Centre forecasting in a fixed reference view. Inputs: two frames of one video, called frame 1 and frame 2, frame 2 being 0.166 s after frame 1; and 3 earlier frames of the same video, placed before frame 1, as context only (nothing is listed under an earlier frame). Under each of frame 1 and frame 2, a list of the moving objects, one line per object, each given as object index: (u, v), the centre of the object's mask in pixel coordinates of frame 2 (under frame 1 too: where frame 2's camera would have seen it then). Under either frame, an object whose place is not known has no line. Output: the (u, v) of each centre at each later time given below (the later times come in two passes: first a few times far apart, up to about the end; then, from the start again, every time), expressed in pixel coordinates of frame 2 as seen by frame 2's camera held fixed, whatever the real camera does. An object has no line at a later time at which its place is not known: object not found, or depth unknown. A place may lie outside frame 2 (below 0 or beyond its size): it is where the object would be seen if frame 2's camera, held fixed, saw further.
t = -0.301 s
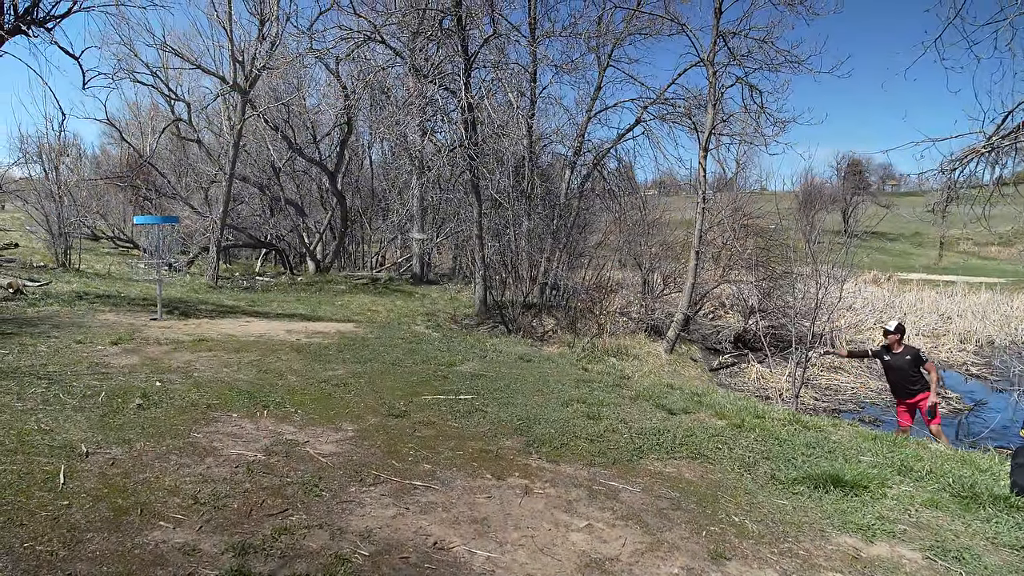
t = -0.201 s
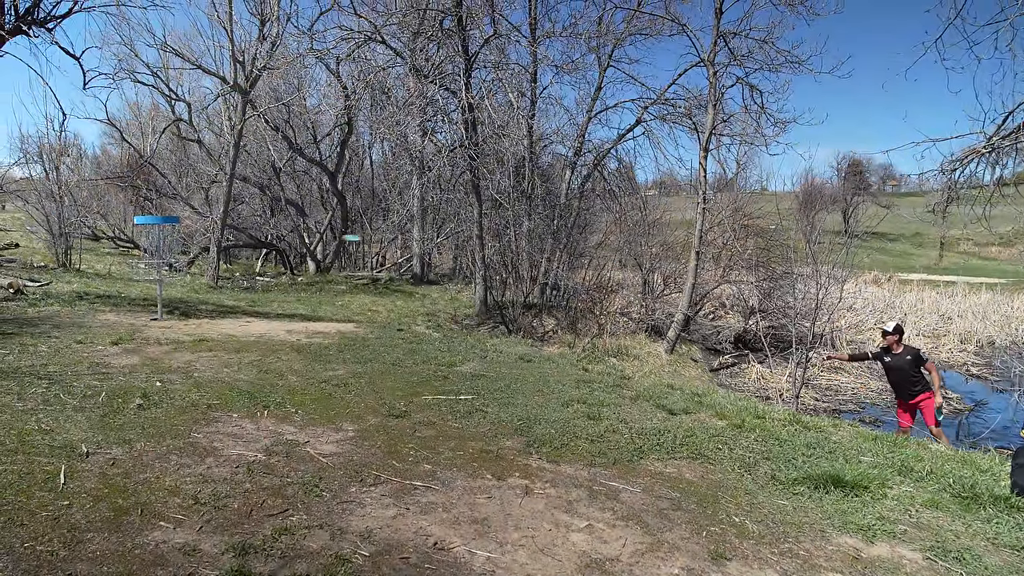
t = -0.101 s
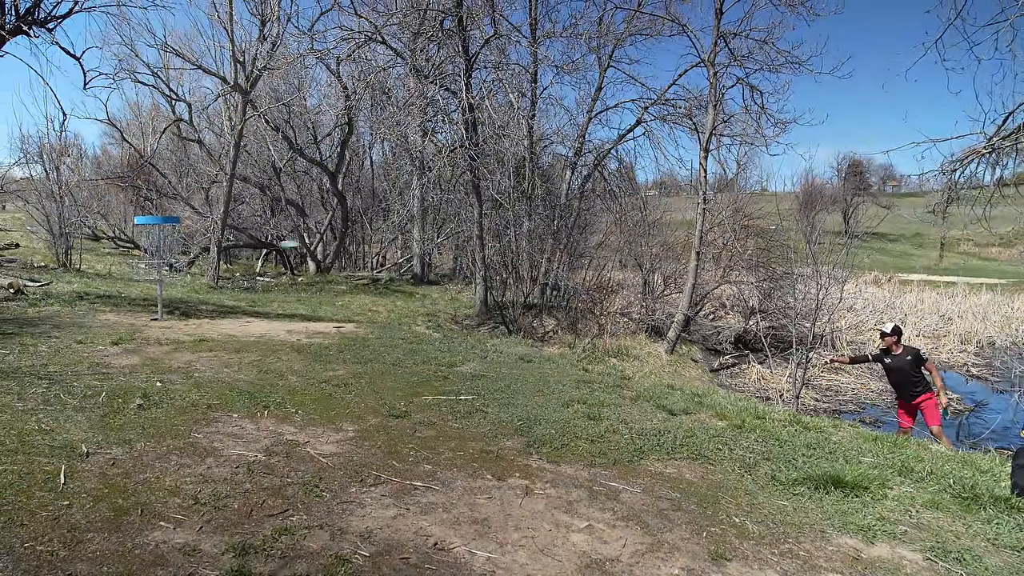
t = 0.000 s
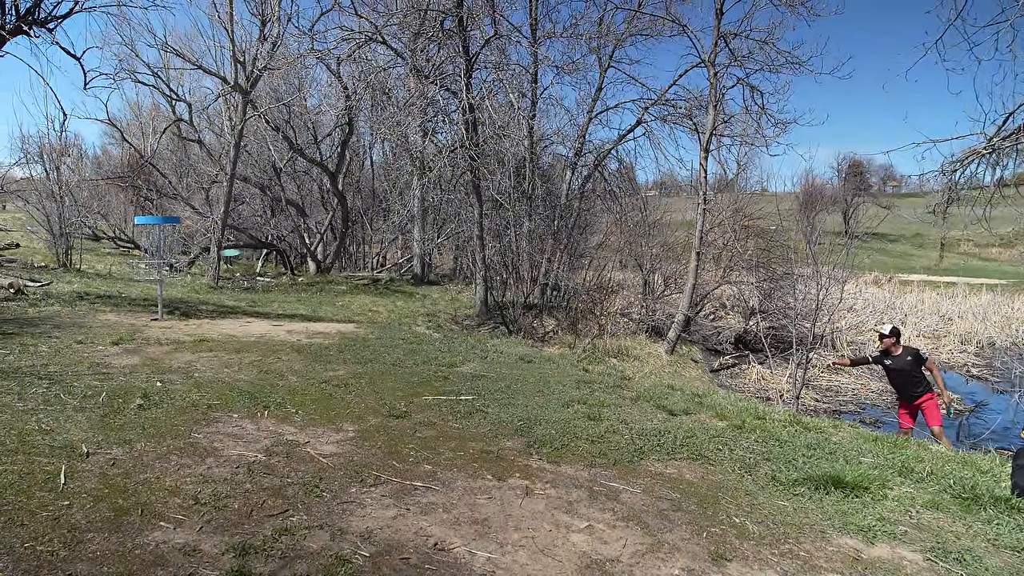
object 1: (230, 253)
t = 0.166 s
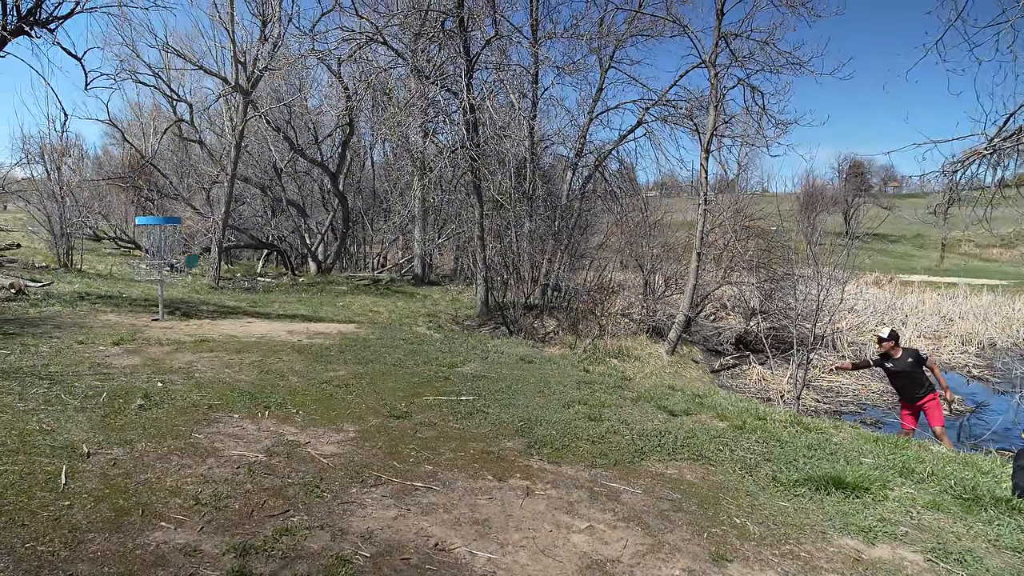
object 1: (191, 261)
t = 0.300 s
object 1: (210, 268)
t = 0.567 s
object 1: (247, 321)
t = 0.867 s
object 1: (285, 320)
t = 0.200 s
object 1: (198, 261)
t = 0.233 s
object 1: (201, 262)
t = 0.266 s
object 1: (206, 265)
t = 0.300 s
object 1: (210, 268)
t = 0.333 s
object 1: (216, 273)
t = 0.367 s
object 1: (222, 275)
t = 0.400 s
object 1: (224, 281)
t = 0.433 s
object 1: (228, 288)
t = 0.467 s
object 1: (234, 296)
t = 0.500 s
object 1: (239, 305)
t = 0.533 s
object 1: (241, 314)
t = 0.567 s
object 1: (247, 321)
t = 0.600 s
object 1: (251, 320)
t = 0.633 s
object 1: (255, 319)
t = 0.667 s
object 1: (259, 319)
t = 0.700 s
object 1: (265, 319)
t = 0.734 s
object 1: (269, 320)
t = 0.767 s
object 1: (273, 321)
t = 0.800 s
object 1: (277, 321)
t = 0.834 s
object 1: (282, 322)
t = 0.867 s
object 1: (285, 320)
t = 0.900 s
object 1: (289, 320)
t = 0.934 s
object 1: (291, 320)
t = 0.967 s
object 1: (296, 320)
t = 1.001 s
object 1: (300, 321)
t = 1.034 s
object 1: (302, 321)
